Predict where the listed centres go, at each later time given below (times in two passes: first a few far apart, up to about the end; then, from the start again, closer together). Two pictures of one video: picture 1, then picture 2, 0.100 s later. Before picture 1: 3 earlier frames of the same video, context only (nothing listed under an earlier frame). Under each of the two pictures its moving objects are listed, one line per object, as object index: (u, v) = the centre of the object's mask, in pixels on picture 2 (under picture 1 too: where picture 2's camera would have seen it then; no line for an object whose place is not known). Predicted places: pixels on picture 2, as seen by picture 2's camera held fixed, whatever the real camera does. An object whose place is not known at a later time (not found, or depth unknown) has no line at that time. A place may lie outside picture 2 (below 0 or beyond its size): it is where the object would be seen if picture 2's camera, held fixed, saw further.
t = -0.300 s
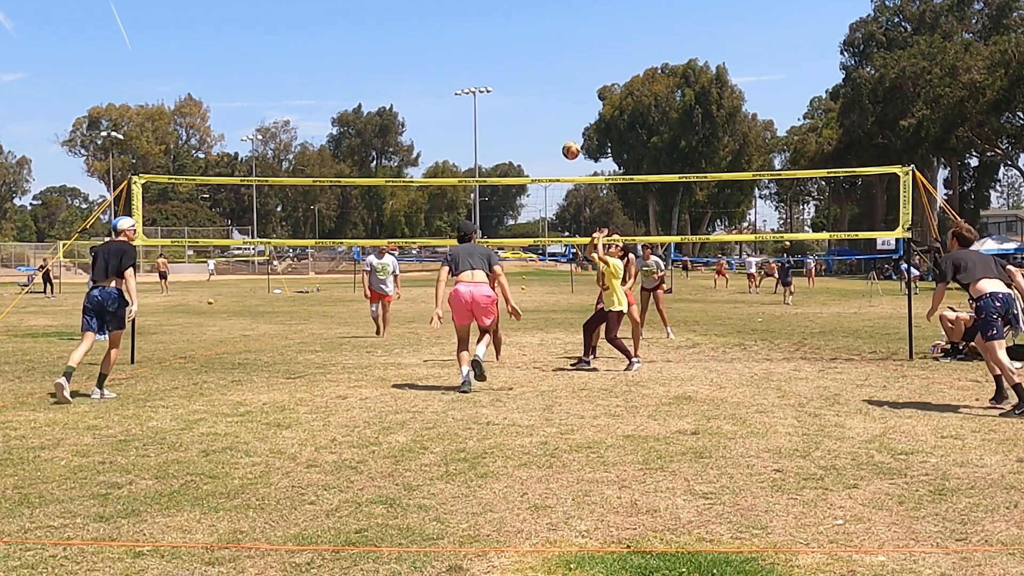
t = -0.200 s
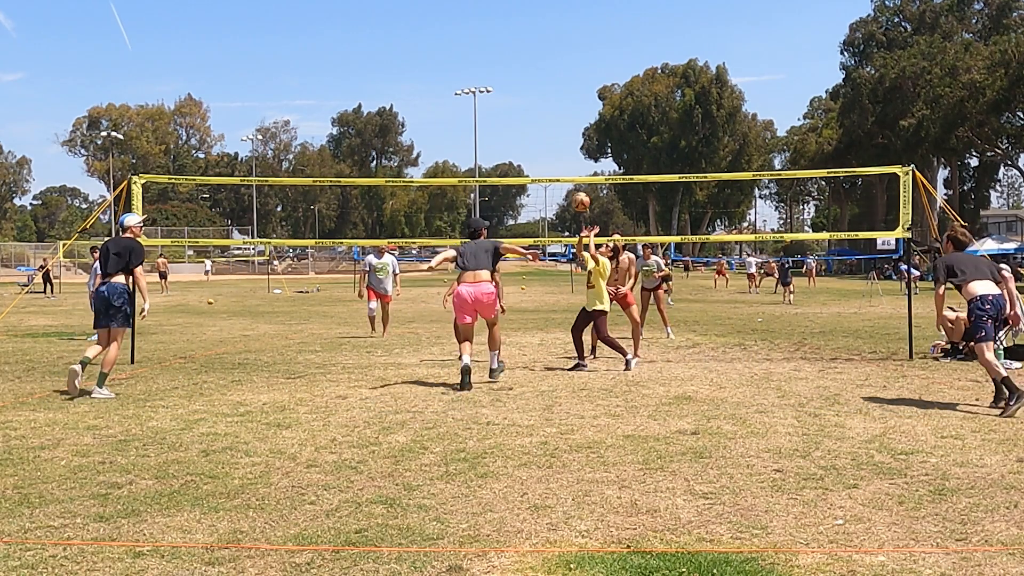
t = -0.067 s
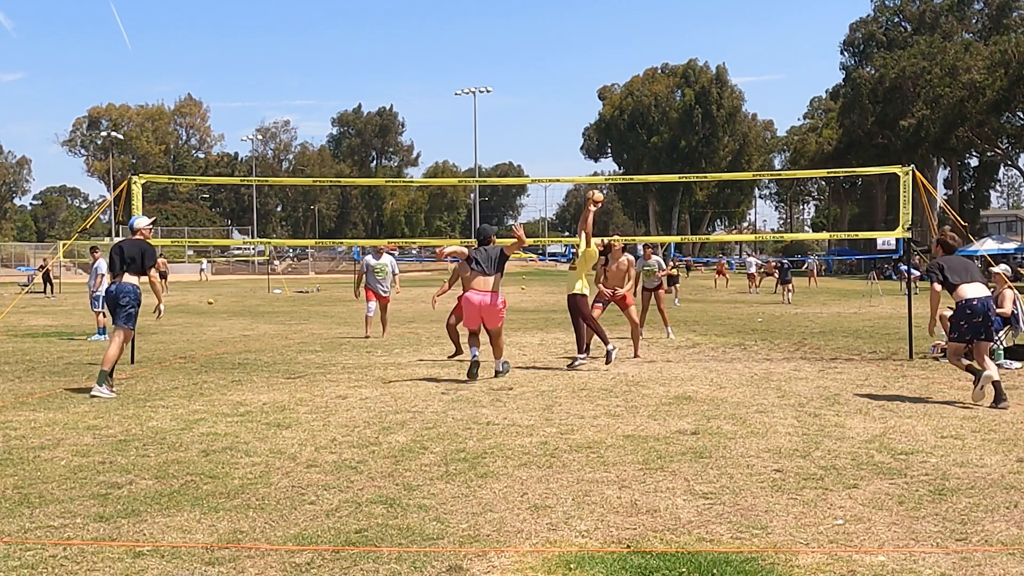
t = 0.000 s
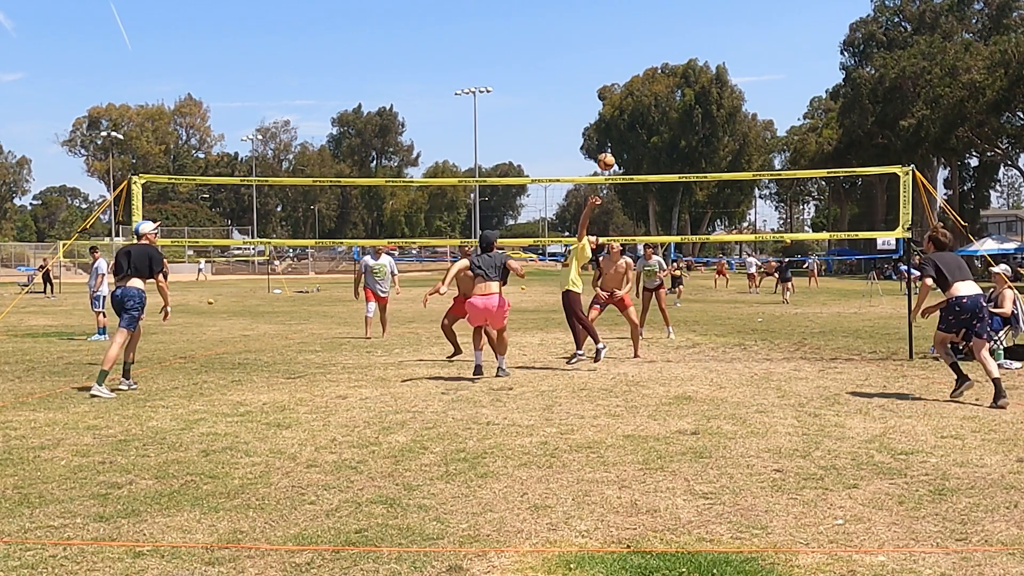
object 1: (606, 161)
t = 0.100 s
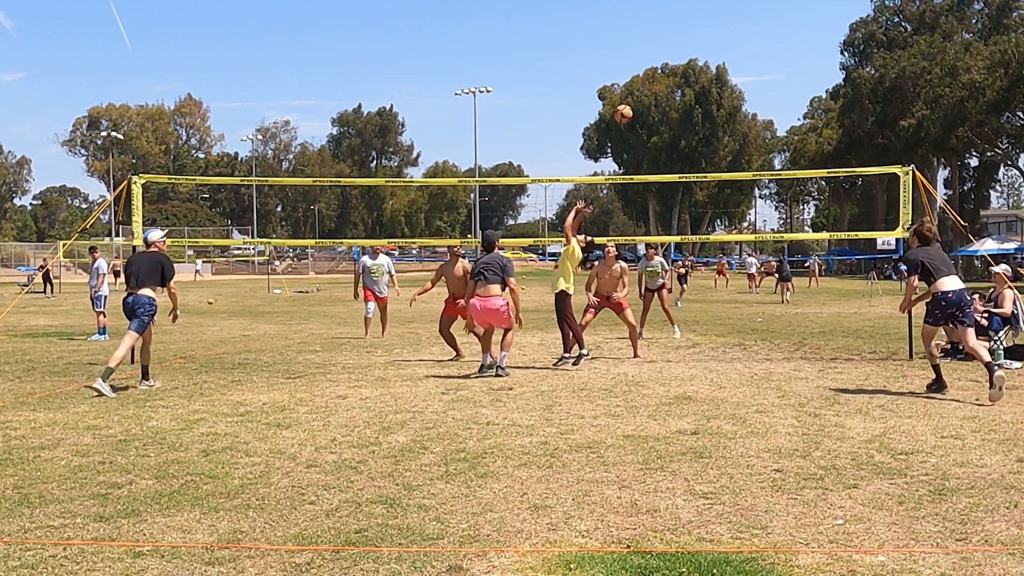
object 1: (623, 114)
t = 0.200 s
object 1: (641, 74)
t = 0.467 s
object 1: (692, 12)
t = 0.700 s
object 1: (736, 7)
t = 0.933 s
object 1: (782, 43)
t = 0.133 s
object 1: (629, 99)
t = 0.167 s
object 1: (635, 86)
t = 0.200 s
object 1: (641, 74)
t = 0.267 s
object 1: (654, 53)
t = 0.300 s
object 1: (660, 44)
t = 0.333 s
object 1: (667, 36)
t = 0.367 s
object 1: (673, 29)
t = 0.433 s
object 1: (686, 17)
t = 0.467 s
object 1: (692, 12)
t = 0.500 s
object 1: (698, 9)
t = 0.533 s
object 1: (705, 7)
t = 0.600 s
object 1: (717, 6)
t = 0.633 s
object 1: (724, 6)
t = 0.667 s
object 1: (730, 6)
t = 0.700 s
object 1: (736, 7)
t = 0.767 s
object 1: (749, 12)
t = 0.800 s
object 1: (756, 16)
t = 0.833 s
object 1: (762, 21)
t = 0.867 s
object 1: (769, 28)
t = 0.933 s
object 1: (782, 43)
